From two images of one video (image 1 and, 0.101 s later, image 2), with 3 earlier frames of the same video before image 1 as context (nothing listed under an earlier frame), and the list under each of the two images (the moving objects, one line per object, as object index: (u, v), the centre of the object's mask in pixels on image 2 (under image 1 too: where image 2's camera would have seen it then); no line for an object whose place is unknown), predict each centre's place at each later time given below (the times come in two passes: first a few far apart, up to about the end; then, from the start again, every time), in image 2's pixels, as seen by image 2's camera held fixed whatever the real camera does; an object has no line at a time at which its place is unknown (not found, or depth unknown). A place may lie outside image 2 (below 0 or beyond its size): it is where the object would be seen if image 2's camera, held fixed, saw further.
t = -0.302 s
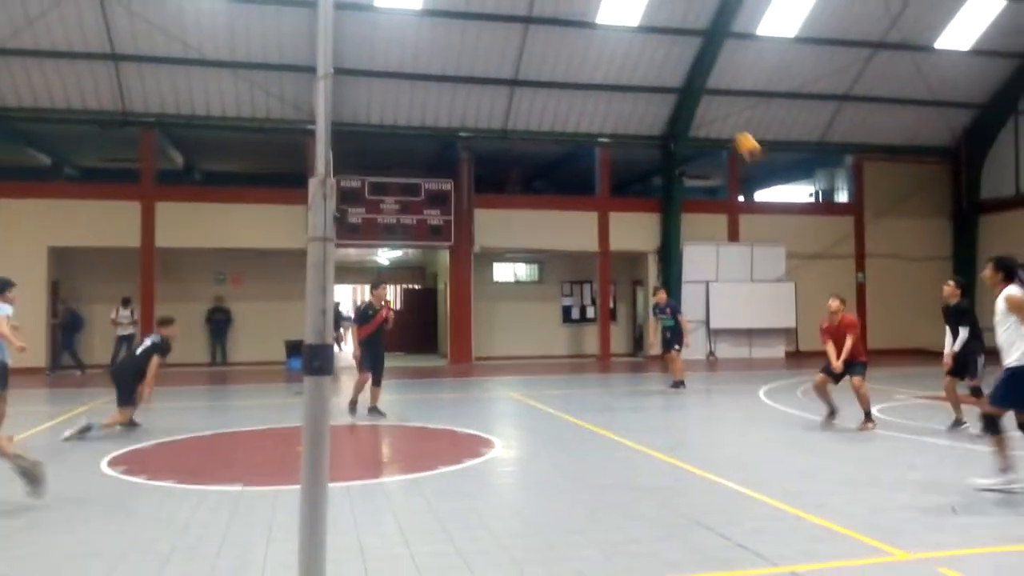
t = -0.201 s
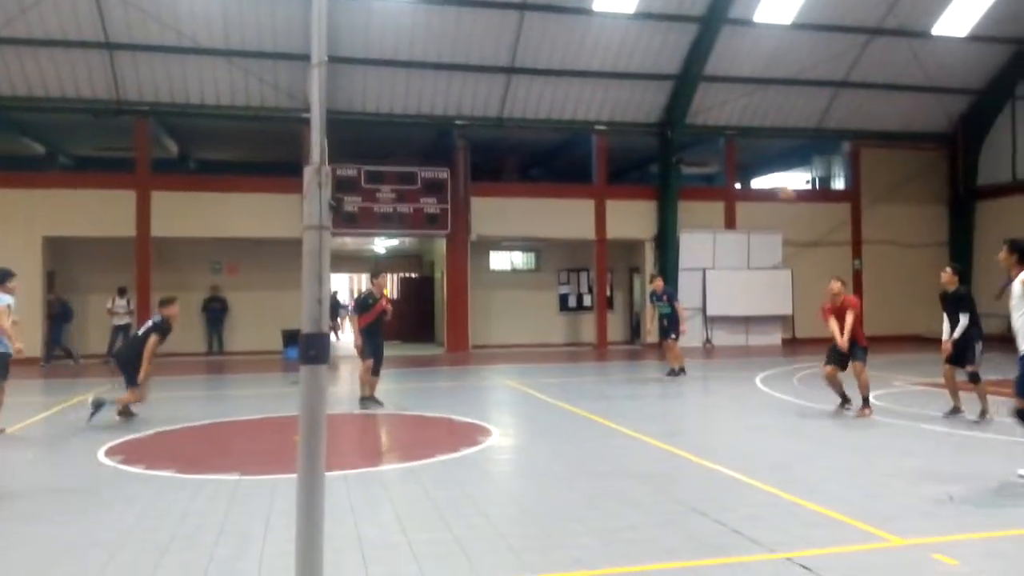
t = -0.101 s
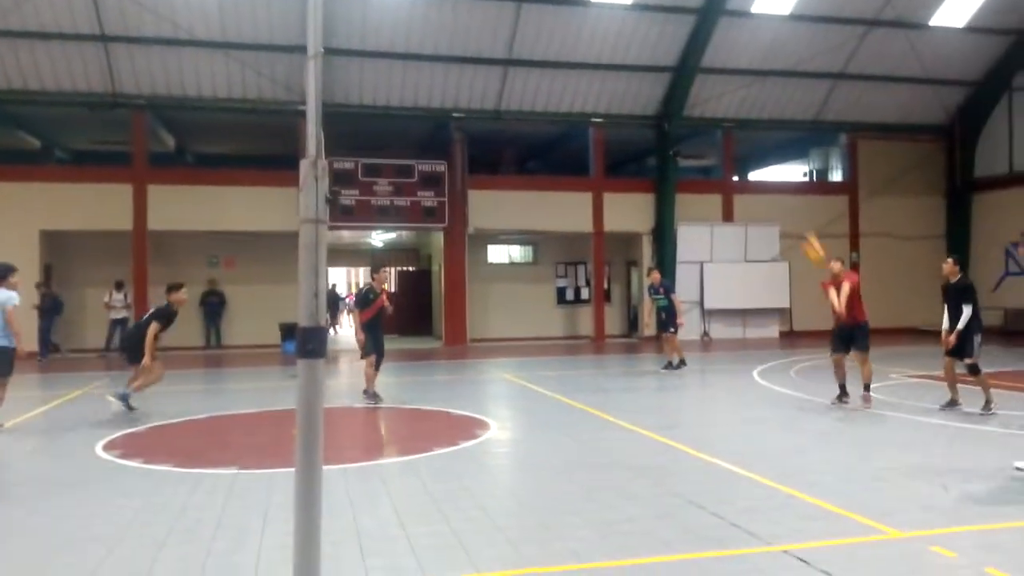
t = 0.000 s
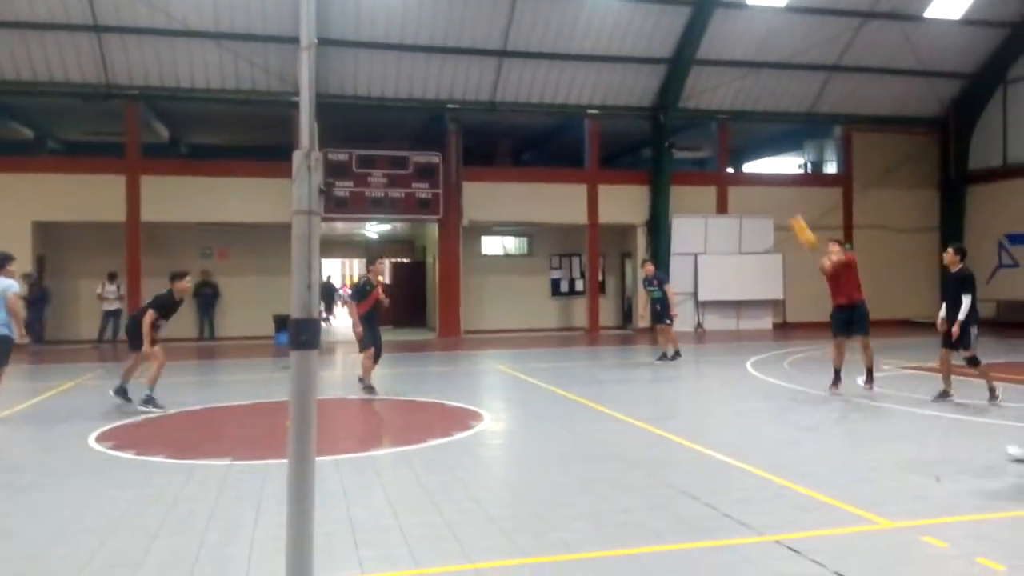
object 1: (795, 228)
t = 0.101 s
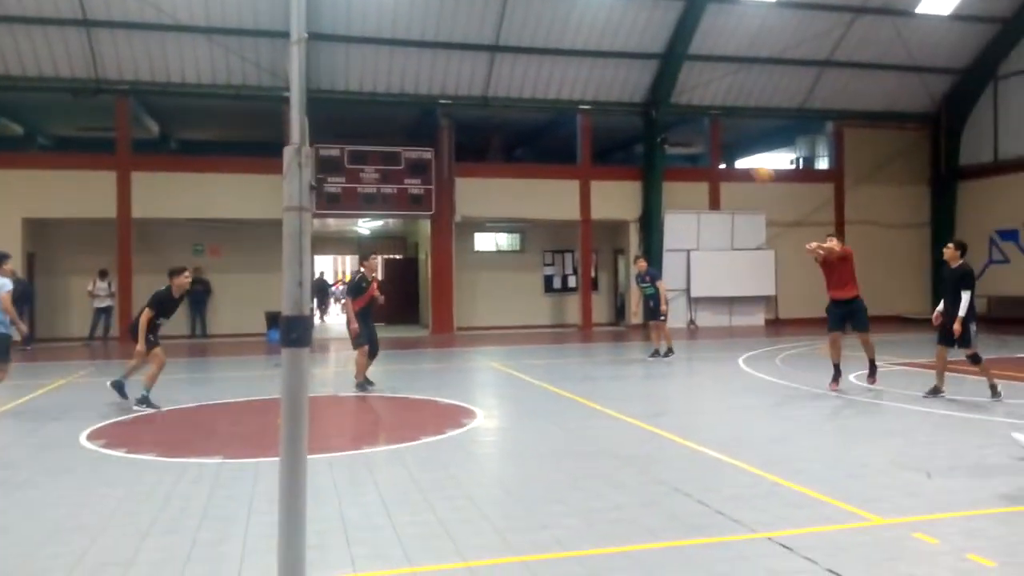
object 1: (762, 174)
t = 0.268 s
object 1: (705, 92)
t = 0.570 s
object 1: (609, 16)
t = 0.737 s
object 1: (558, 11)
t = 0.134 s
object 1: (745, 148)
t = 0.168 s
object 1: (737, 135)
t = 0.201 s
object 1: (726, 120)
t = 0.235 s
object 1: (716, 106)
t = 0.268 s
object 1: (705, 92)
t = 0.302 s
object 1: (694, 79)
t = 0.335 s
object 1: (682, 67)
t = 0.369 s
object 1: (672, 58)
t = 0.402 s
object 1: (662, 48)
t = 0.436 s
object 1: (650, 40)
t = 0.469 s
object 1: (639, 32)
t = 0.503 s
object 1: (629, 26)
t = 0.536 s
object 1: (619, 21)
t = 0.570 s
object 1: (609, 16)
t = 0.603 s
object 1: (597, 14)
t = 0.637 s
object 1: (588, 12)
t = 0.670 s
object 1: (578, 10)
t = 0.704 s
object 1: (570, 11)
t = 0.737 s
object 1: (558, 11)
